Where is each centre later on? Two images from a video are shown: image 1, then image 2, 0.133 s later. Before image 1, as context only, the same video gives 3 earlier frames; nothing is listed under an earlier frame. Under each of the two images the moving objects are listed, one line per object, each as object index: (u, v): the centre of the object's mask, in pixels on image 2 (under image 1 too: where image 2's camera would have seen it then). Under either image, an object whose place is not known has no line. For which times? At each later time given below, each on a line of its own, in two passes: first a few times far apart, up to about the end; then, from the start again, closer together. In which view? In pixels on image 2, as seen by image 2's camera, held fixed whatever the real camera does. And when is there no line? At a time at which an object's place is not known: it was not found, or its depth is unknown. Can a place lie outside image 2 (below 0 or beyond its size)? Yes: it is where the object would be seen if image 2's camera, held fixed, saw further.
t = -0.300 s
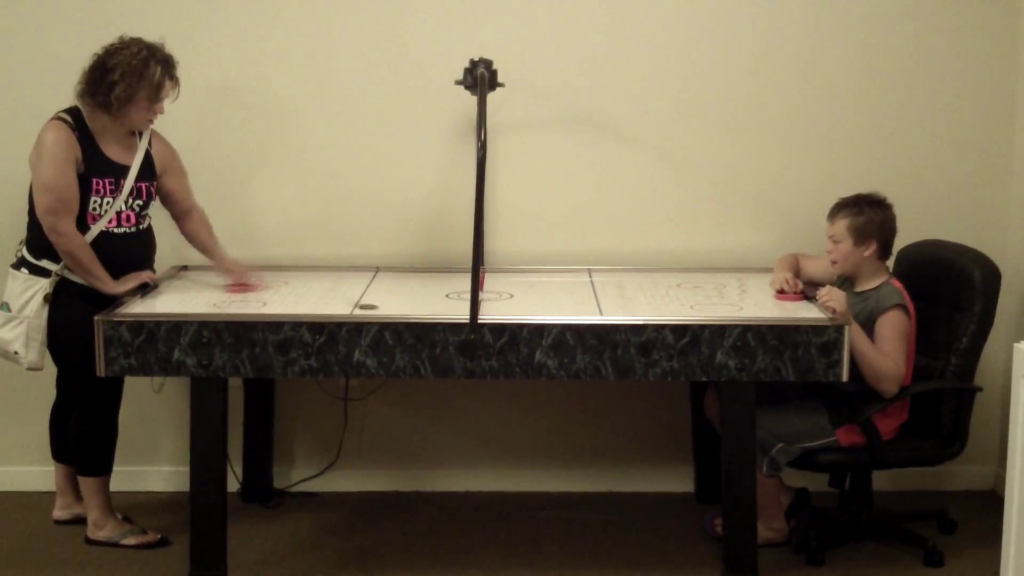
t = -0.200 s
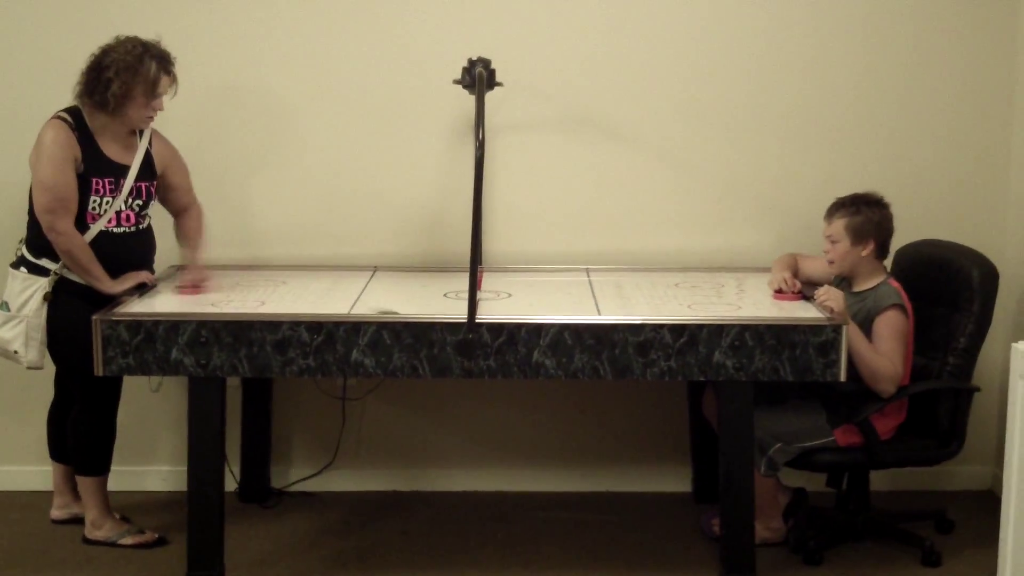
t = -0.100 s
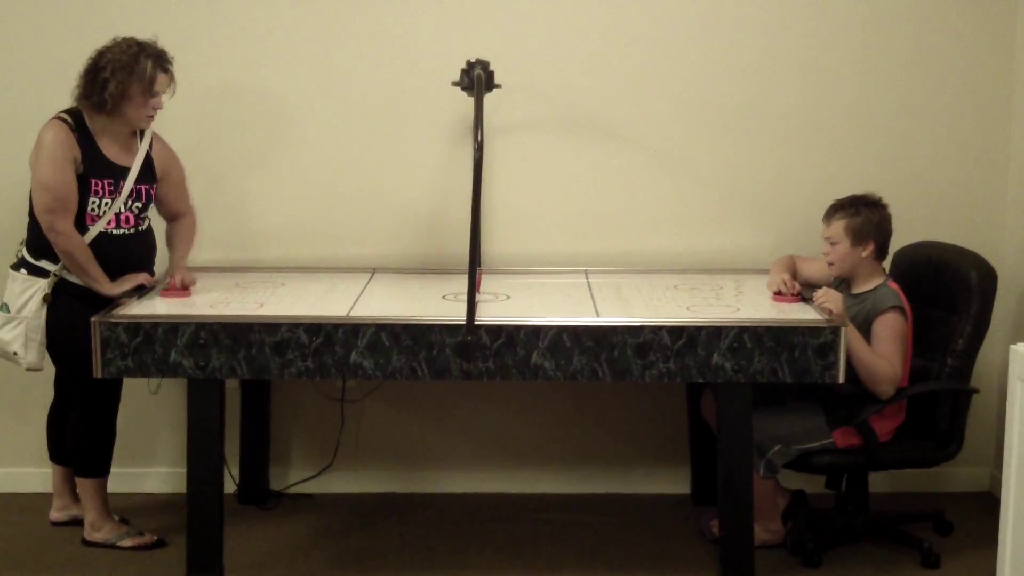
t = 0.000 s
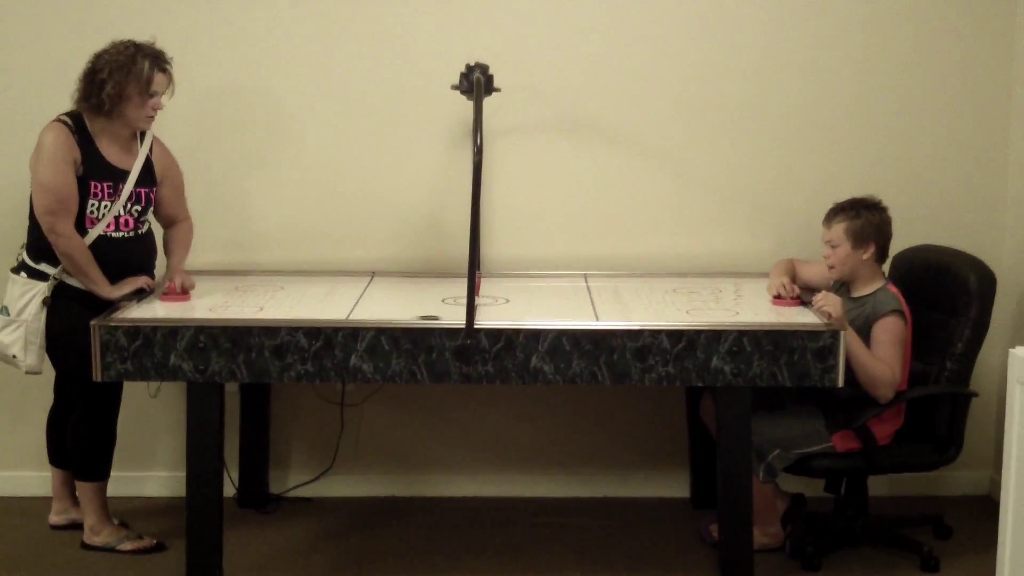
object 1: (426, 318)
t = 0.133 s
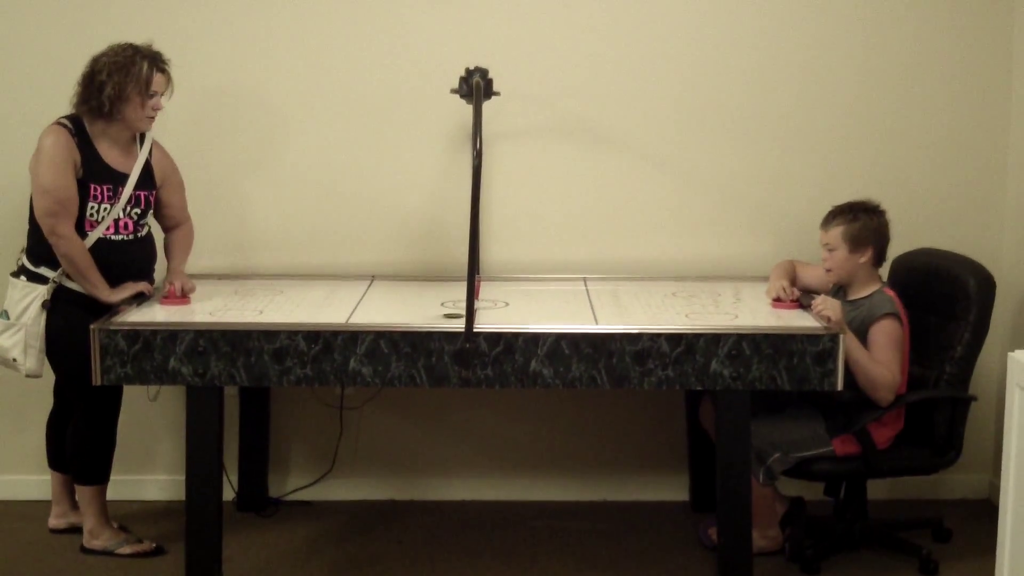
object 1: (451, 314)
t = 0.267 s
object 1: (480, 309)
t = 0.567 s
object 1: (526, 297)
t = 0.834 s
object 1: (565, 286)
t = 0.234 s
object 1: (478, 311)
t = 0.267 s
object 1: (480, 309)
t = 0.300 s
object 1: (484, 308)
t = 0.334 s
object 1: (488, 307)
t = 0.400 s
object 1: (499, 304)
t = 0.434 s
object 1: (504, 303)
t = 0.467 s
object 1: (510, 302)
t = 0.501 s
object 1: (515, 300)
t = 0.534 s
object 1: (520, 298)
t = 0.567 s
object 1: (526, 297)
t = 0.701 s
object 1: (546, 291)
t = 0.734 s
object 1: (551, 290)
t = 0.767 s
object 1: (556, 289)
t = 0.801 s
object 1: (560, 288)
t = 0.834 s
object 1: (565, 286)
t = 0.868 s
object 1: (569, 285)
